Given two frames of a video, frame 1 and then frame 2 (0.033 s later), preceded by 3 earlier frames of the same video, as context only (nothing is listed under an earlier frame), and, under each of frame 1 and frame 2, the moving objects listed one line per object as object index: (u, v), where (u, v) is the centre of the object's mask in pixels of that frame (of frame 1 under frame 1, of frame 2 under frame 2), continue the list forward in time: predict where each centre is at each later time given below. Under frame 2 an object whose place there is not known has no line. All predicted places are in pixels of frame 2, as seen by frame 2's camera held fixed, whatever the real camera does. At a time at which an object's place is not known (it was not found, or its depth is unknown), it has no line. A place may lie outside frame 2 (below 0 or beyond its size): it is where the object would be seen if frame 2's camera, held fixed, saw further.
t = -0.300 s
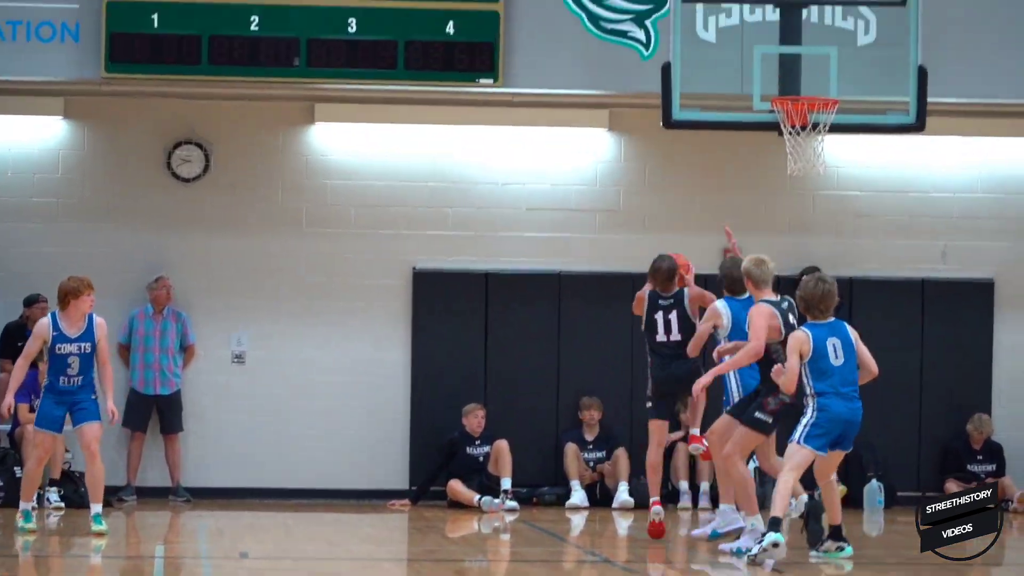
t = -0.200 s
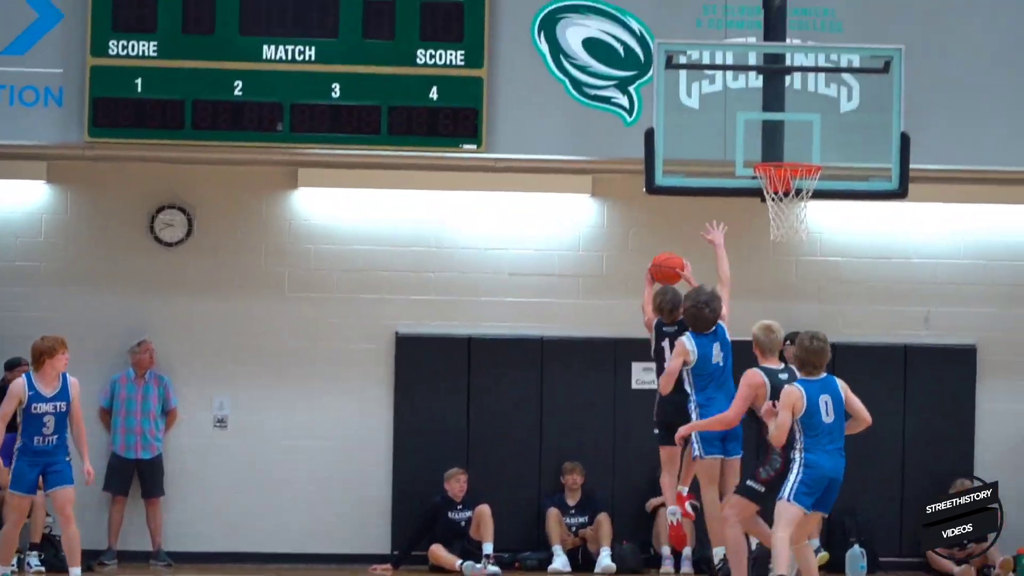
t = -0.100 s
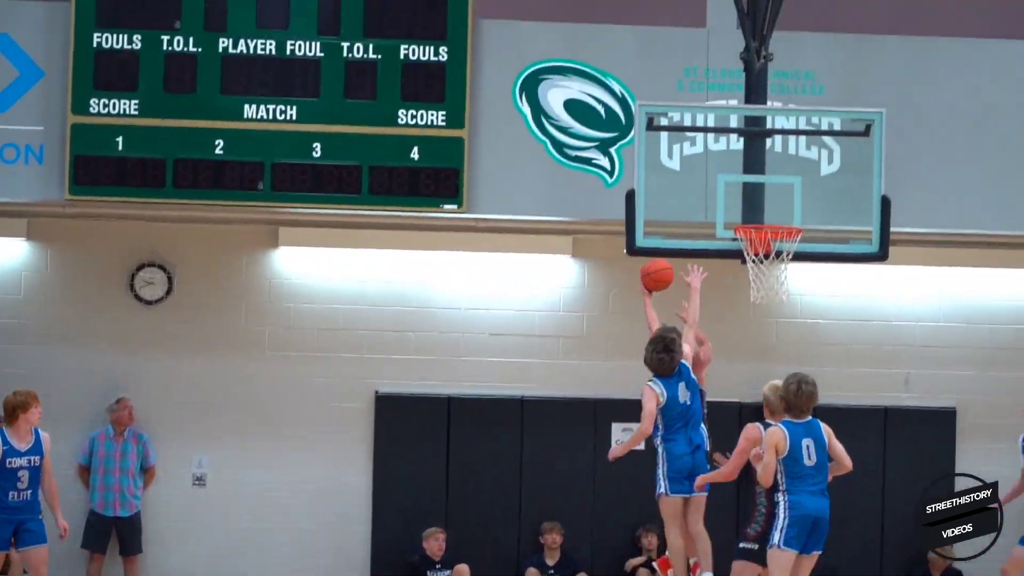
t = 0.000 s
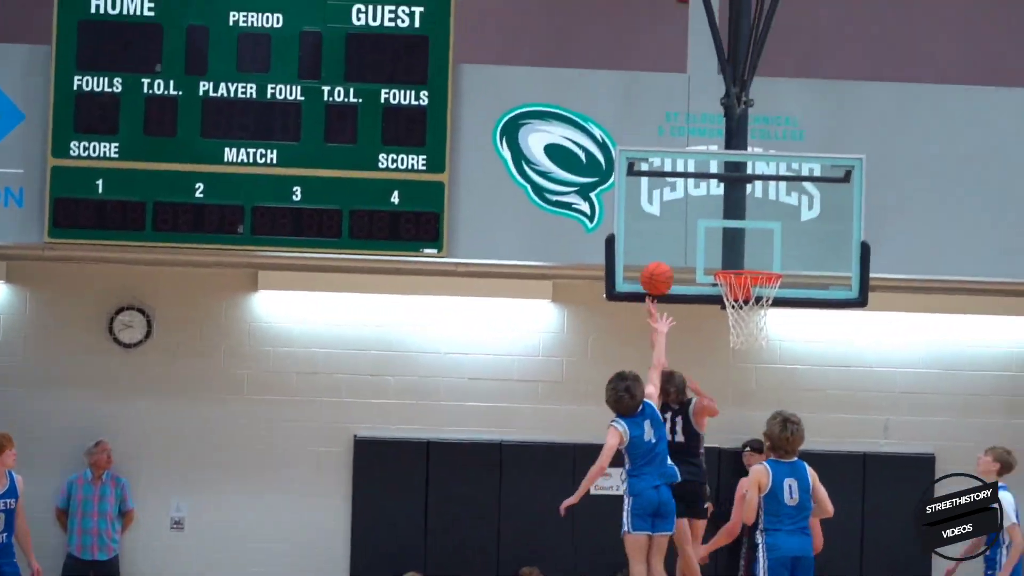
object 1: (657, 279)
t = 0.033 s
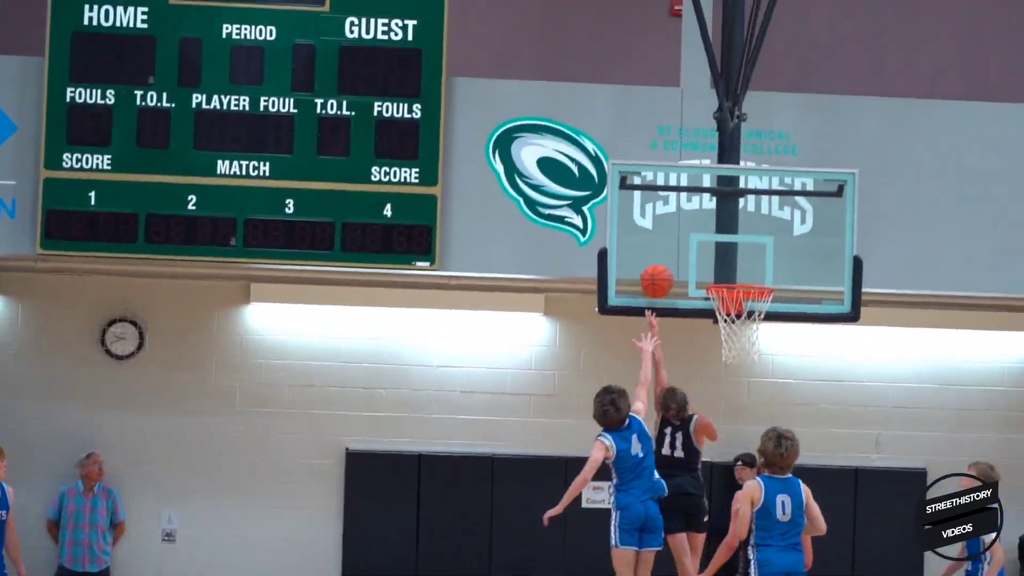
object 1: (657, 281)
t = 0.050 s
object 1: (661, 276)
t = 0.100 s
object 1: (672, 264)
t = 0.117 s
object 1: (676, 261)
